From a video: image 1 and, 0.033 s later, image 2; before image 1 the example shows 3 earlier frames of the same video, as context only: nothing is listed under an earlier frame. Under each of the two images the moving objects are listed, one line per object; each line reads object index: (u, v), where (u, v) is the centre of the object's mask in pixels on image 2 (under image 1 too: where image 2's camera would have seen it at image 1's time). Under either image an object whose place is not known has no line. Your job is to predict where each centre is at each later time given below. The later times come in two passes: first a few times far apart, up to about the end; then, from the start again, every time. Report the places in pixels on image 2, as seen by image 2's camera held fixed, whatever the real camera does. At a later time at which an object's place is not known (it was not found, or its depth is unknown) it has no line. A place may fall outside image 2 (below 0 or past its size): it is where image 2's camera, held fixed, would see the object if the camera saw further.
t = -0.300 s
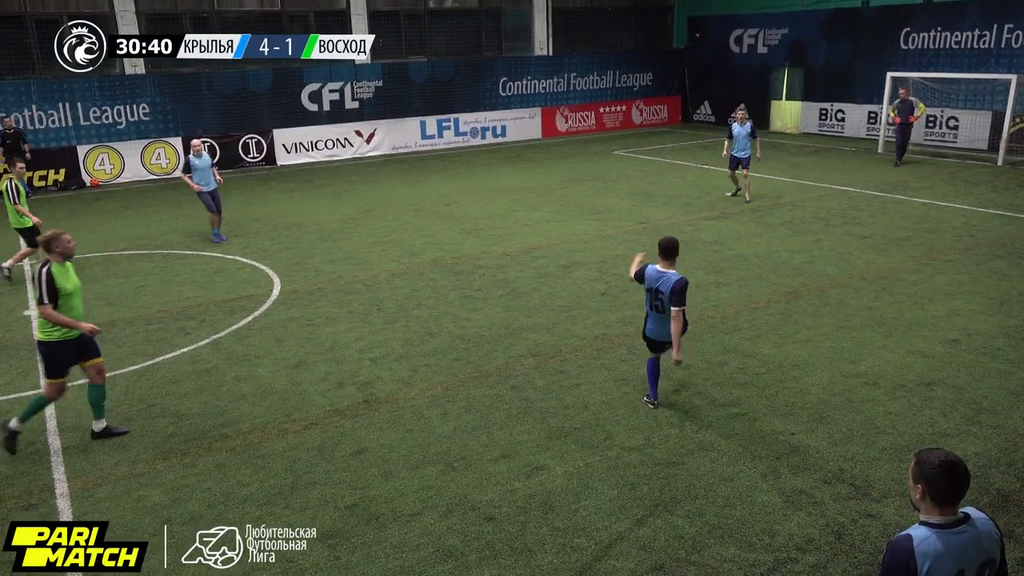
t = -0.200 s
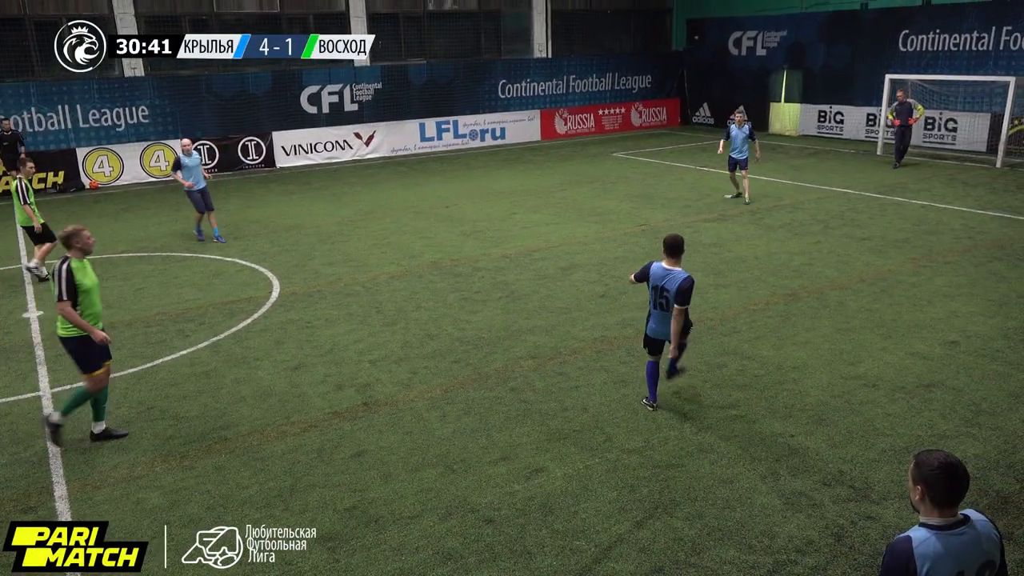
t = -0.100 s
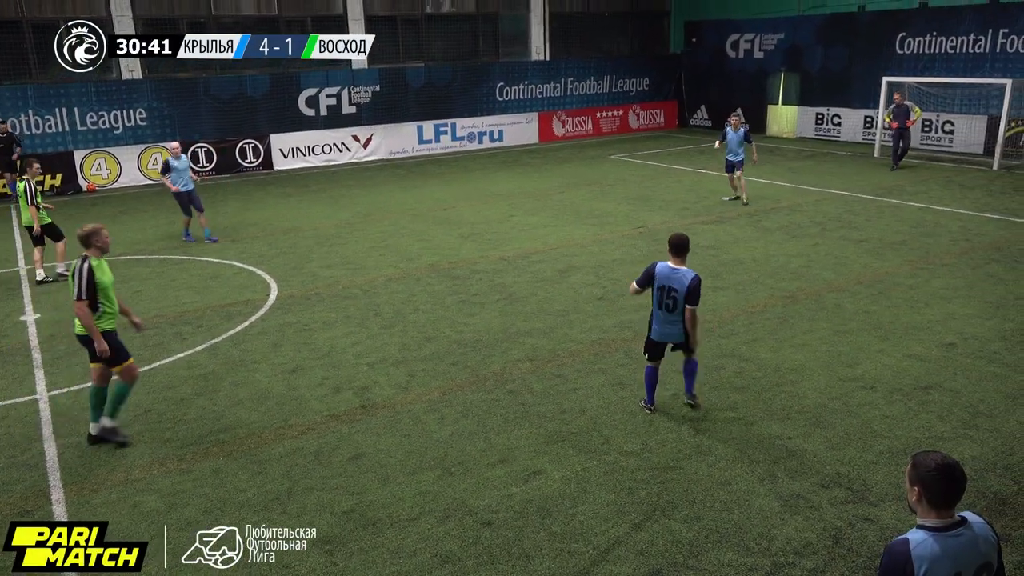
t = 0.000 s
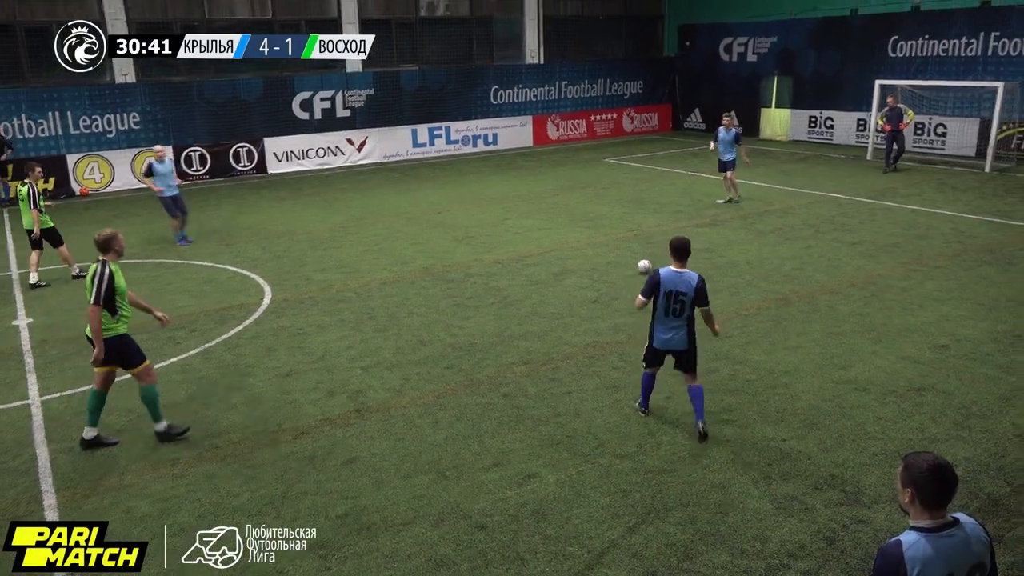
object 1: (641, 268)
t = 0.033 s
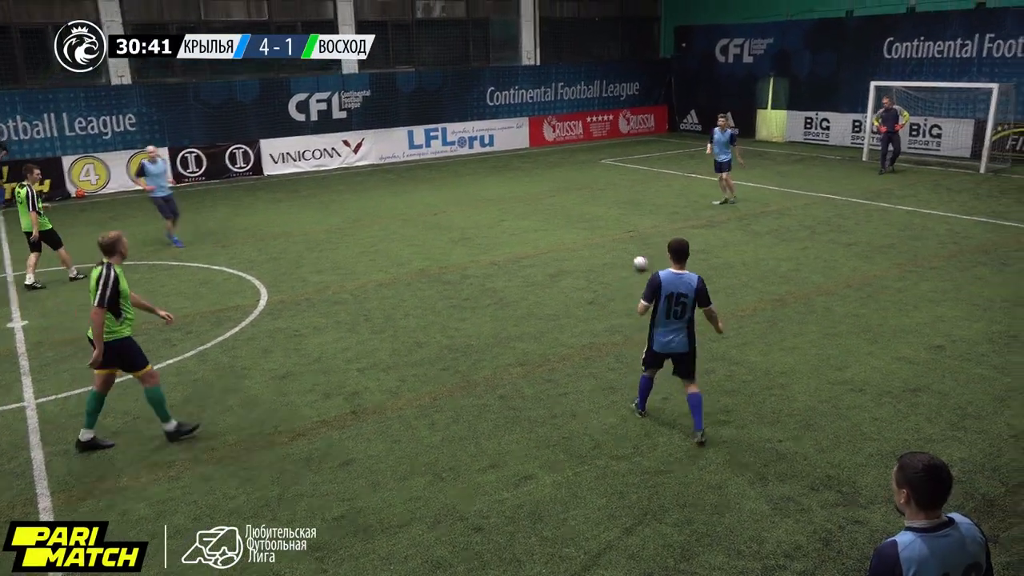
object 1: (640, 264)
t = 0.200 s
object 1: (637, 246)
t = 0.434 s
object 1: (635, 228)
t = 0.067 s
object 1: (640, 260)
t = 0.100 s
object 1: (639, 256)
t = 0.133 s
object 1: (638, 253)
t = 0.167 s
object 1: (638, 249)
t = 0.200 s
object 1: (637, 246)
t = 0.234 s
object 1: (637, 244)
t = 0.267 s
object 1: (636, 240)
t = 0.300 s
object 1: (636, 238)
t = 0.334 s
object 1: (635, 235)
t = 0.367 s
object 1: (636, 233)
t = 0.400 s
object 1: (635, 230)
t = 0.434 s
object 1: (635, 228)
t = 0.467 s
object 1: (634, 225)
